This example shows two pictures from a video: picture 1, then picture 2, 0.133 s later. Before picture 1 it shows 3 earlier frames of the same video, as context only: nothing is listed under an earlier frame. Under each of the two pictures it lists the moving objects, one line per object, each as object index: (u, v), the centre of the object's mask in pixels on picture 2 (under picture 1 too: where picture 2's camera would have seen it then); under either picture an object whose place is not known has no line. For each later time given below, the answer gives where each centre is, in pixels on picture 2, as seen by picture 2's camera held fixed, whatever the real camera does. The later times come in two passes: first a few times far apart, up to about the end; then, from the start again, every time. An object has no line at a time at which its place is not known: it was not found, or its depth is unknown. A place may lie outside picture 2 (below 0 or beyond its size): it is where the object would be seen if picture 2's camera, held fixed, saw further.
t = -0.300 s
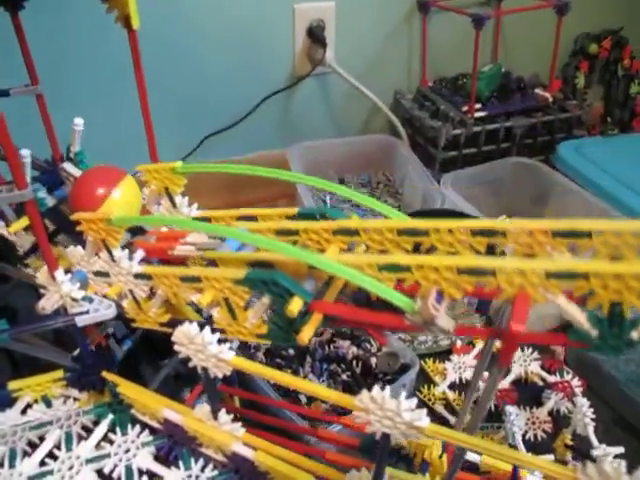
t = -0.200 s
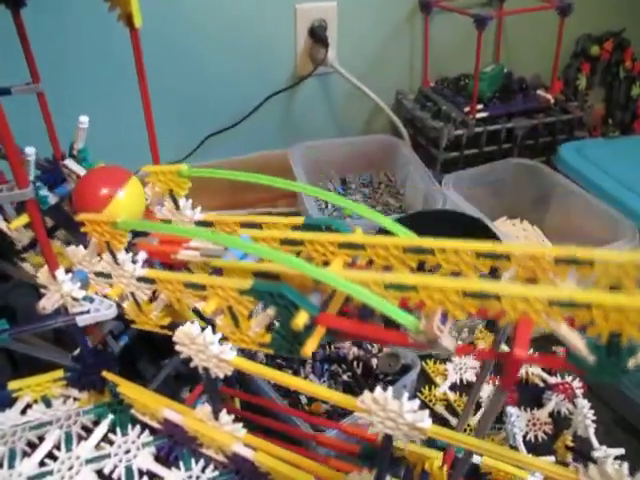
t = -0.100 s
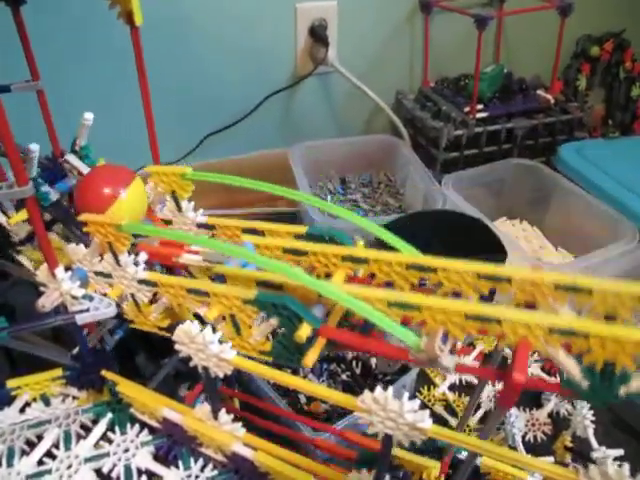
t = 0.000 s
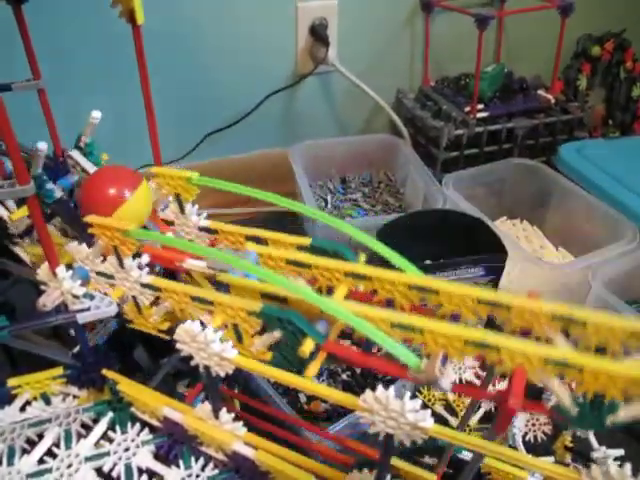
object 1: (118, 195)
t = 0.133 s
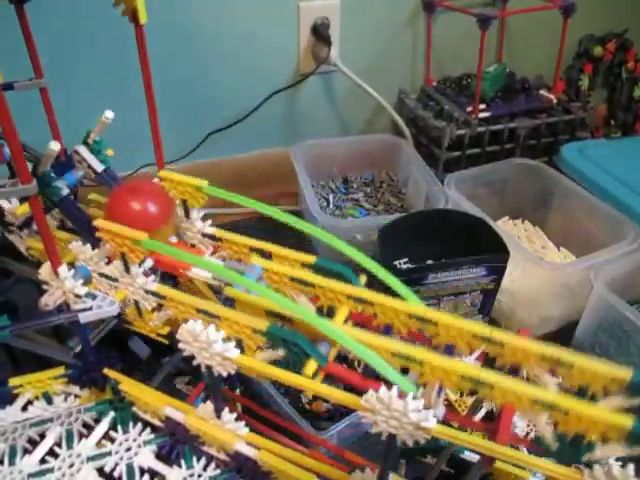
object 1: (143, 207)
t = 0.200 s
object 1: (160, 216)
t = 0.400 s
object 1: (216, 236)
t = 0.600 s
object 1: (270, 262)
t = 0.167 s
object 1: (152, 213)
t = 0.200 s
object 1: (160, 216)
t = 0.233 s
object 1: (169, 221)
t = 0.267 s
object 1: (180, 224)
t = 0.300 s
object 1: (188, 228)
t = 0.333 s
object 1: (198, 231)
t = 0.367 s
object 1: (209, 235)
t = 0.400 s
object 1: (216, 236)
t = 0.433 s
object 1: (224, 240)
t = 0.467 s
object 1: (232, 242)
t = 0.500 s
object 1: (241, 244)
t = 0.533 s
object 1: (249, 249)
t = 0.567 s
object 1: (260, 255)
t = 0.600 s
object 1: (270, 262)
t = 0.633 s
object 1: (282, 268)
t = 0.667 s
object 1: (293, 273)
